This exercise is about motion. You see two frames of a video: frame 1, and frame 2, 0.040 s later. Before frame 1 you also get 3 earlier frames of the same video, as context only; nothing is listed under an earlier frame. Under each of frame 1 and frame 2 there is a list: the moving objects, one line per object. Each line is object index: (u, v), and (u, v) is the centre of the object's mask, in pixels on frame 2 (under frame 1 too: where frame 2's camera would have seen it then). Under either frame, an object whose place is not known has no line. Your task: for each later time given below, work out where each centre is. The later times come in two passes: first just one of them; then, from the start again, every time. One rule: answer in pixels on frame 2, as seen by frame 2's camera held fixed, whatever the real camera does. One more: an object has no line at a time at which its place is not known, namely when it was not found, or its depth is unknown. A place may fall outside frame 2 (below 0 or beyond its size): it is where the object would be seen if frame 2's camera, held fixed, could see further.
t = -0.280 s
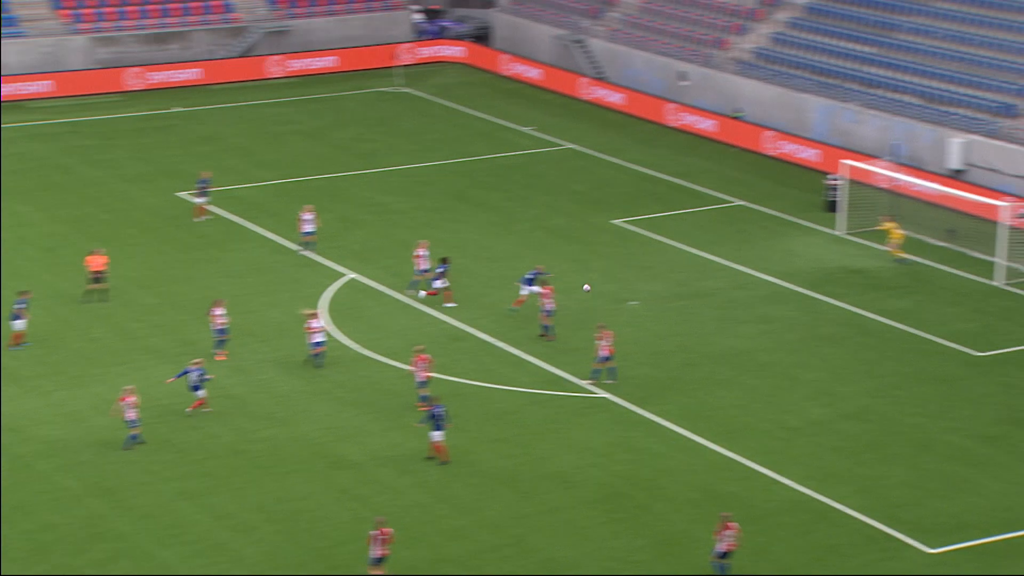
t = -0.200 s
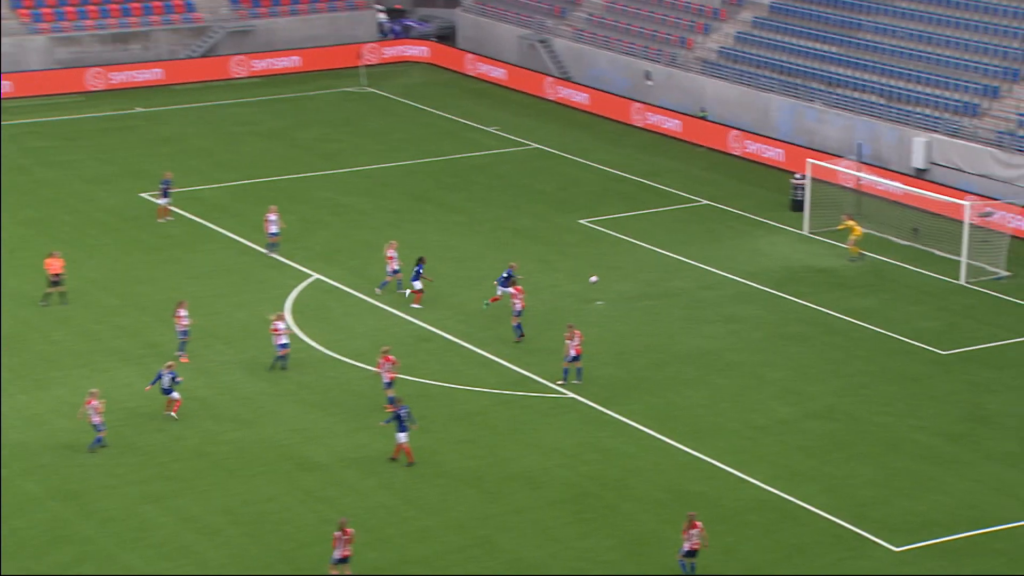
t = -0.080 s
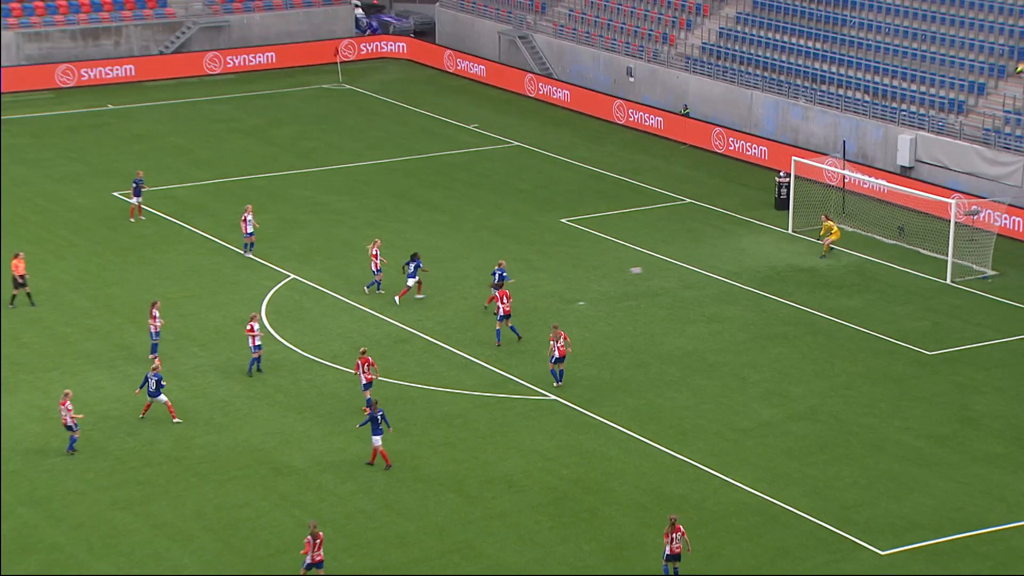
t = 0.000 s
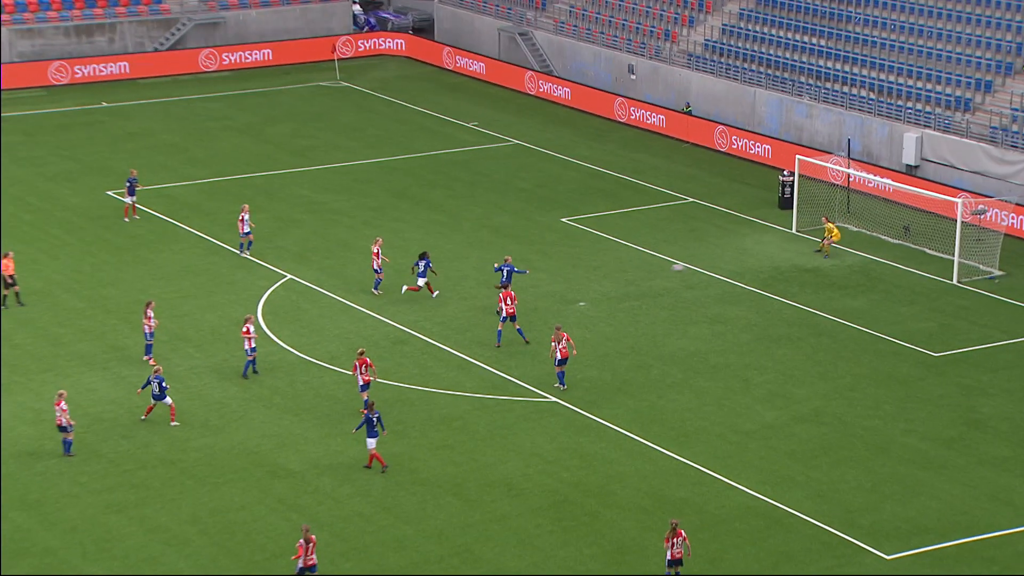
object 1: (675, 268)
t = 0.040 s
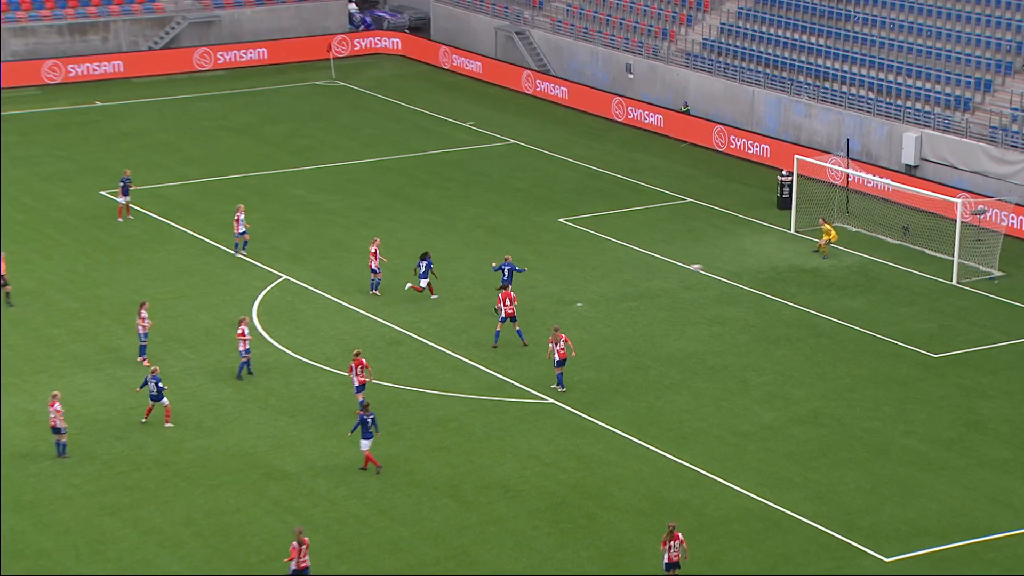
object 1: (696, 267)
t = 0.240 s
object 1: (793, 273)
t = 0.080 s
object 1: (716, 267)
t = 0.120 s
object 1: (736, 268)
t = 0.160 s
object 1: (754, 269)
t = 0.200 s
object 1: (774, 271)
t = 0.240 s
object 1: (793, 273)
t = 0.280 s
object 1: (811, 275)
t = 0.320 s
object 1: (830, 279)
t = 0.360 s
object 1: (849, 283)
